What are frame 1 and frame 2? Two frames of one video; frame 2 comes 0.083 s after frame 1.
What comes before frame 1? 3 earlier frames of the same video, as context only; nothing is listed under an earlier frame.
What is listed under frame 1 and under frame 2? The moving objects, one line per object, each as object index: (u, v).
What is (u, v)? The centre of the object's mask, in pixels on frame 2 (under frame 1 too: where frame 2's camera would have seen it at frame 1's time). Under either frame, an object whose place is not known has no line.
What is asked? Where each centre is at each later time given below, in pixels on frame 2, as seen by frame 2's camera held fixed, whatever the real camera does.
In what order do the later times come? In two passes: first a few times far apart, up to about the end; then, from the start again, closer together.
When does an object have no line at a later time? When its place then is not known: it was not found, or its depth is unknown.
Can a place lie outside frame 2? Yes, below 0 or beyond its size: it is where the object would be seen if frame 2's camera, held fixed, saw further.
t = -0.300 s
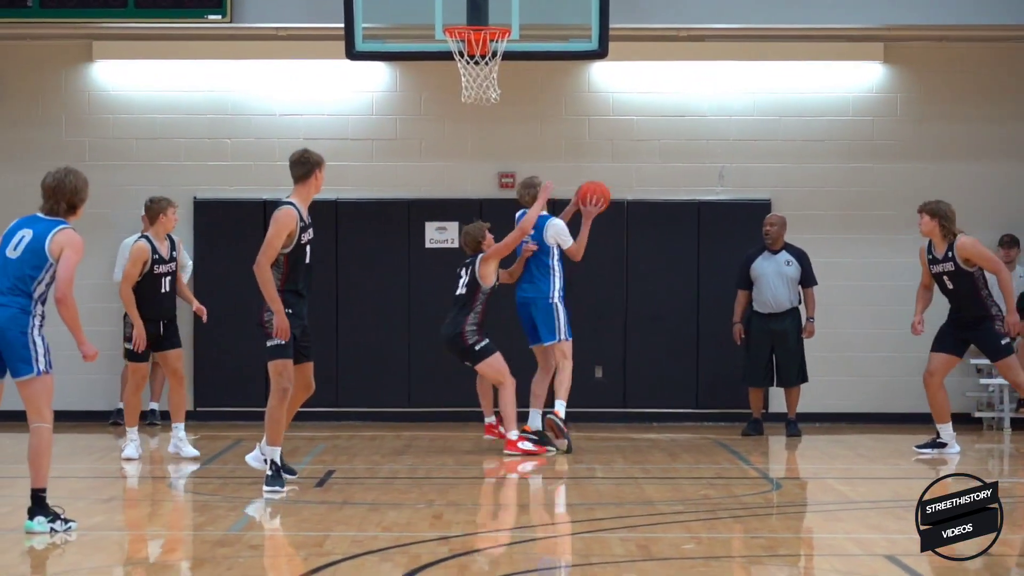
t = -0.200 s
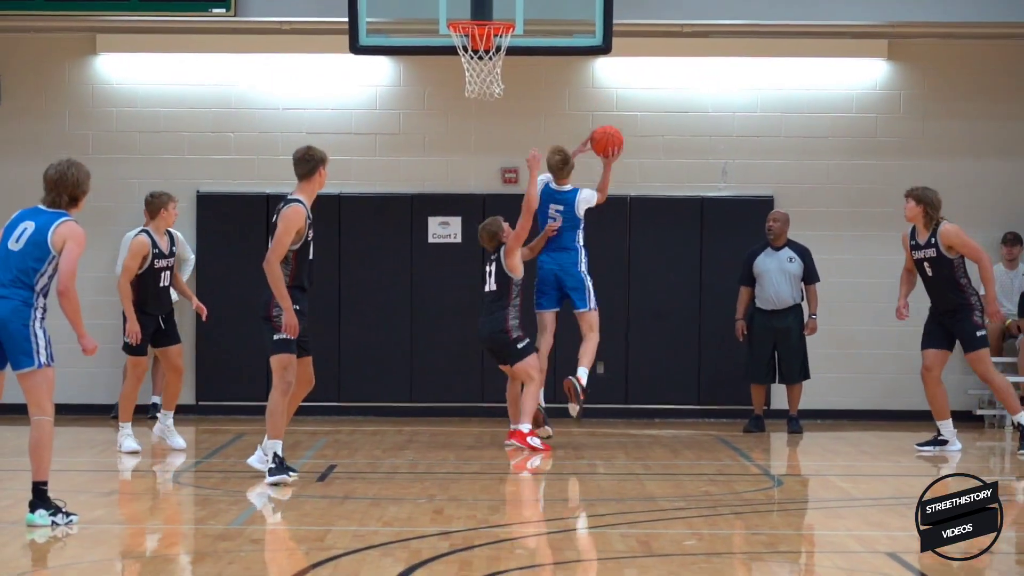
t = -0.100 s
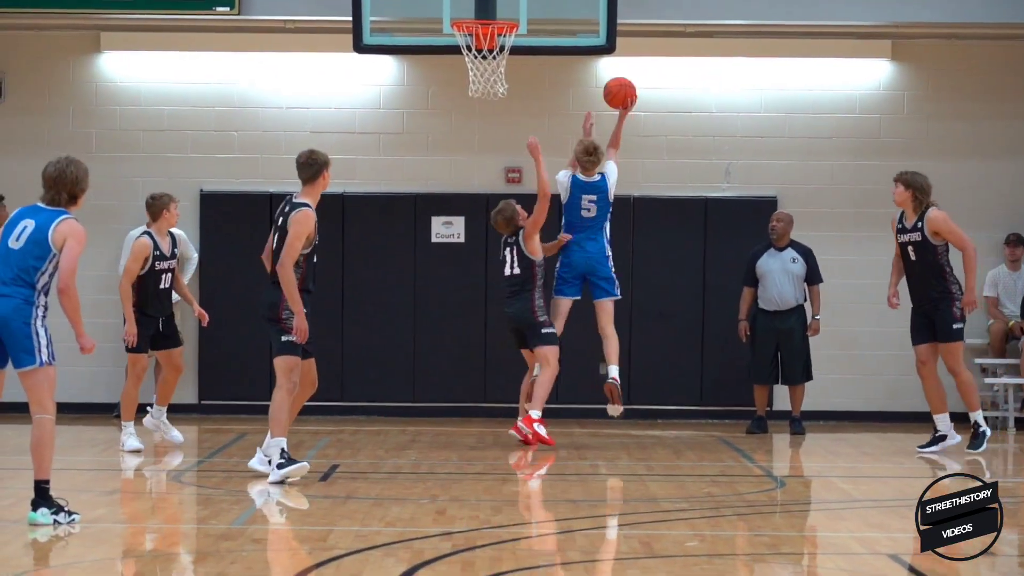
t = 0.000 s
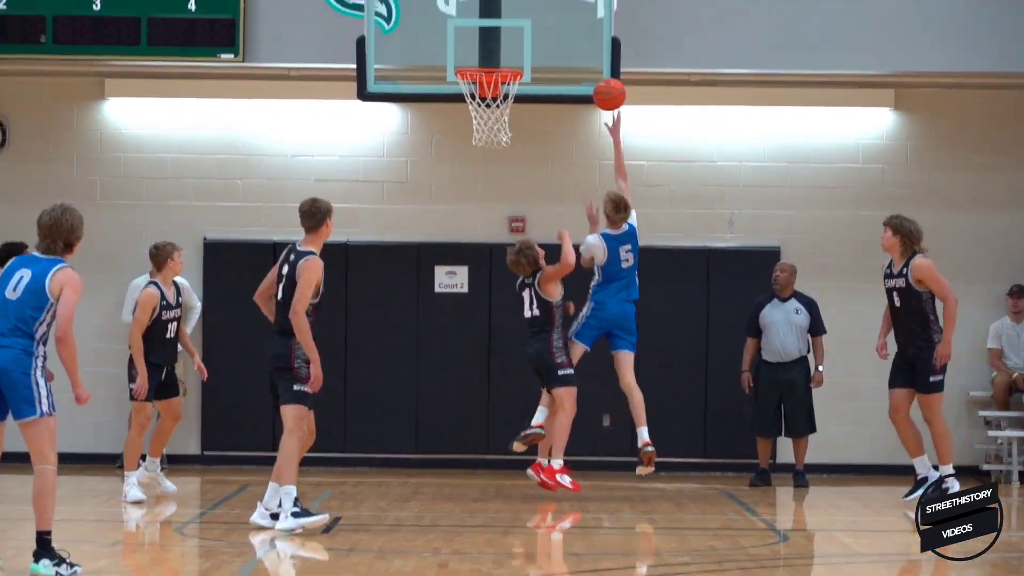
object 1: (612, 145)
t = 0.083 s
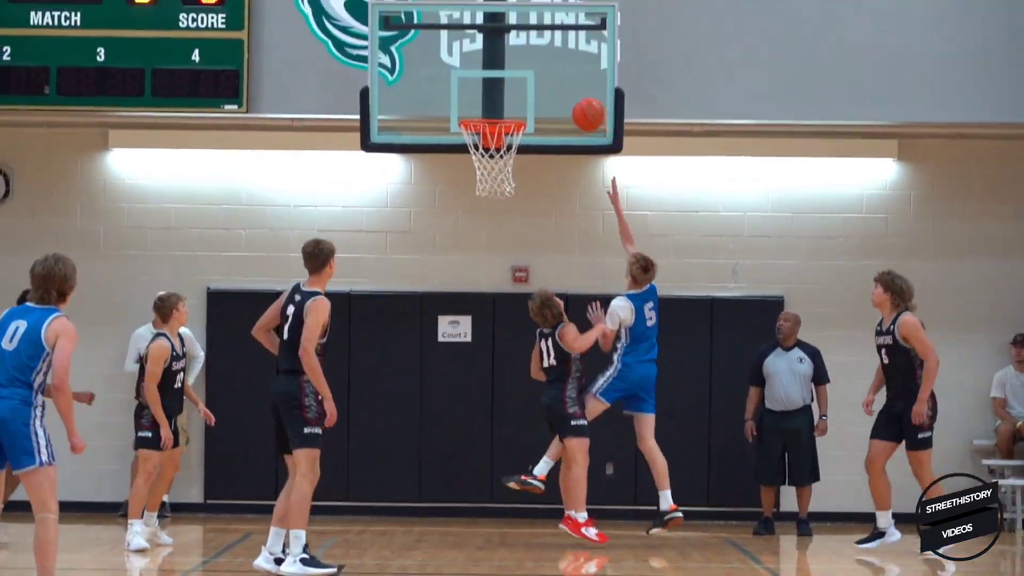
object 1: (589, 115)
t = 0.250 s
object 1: (541, 82)
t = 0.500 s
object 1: (505, 106)
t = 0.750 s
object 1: (484, 186)
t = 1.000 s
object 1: (479, 289)
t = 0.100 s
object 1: (584, 110)
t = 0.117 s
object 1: (579, 105)
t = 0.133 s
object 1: (574, 100)
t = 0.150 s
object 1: (569, 97)
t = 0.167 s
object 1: (565, 93)
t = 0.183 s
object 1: (560, 90)
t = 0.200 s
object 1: (555, 88)
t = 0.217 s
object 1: (550, 85)
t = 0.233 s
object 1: (545, 83)
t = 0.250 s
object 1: (541, 82)
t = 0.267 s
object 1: (536, 81)
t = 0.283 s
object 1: (532, 80)
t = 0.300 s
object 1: (530, 80)
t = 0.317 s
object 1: (528, 80)
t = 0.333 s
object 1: (526, 81)
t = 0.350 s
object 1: (524, 82)
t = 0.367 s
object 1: (522, 83)
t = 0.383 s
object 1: (520, 85)
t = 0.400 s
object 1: (518, 86)
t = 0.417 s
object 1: (515, 89)
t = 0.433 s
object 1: (513, 92)
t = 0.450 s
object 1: (512, 95)
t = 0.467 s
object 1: (510, 99)
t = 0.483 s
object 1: (507, 103)
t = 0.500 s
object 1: (505, 106)
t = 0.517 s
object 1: (503, 109)
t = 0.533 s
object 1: (502, 111)
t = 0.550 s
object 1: (500, 114)
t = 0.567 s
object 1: (498, 117)
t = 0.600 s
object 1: (495, 140)
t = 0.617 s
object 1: (491, 145)
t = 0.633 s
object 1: (489, 153)
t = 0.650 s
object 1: (488, 158)
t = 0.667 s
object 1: (488, 162)
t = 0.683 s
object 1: (487, 165)
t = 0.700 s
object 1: (487, 169)
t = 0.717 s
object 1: (486, 172)
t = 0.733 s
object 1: (485, 184)
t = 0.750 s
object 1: (484, 186)
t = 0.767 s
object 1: (484, 188)
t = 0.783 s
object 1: (483, 191)
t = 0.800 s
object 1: (483, 196)
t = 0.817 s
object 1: (484, 202)
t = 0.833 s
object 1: (483, 208)
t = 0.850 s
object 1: (483, 215)
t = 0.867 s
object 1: (483, 222)
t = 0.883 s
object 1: (483, 229)
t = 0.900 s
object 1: (483, 237)
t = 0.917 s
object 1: (483, 244)
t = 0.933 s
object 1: (482, 252)
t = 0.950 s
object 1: (482, 261)
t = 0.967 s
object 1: (481, 270)
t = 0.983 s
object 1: (480, 280)
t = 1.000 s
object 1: (479, 289)
